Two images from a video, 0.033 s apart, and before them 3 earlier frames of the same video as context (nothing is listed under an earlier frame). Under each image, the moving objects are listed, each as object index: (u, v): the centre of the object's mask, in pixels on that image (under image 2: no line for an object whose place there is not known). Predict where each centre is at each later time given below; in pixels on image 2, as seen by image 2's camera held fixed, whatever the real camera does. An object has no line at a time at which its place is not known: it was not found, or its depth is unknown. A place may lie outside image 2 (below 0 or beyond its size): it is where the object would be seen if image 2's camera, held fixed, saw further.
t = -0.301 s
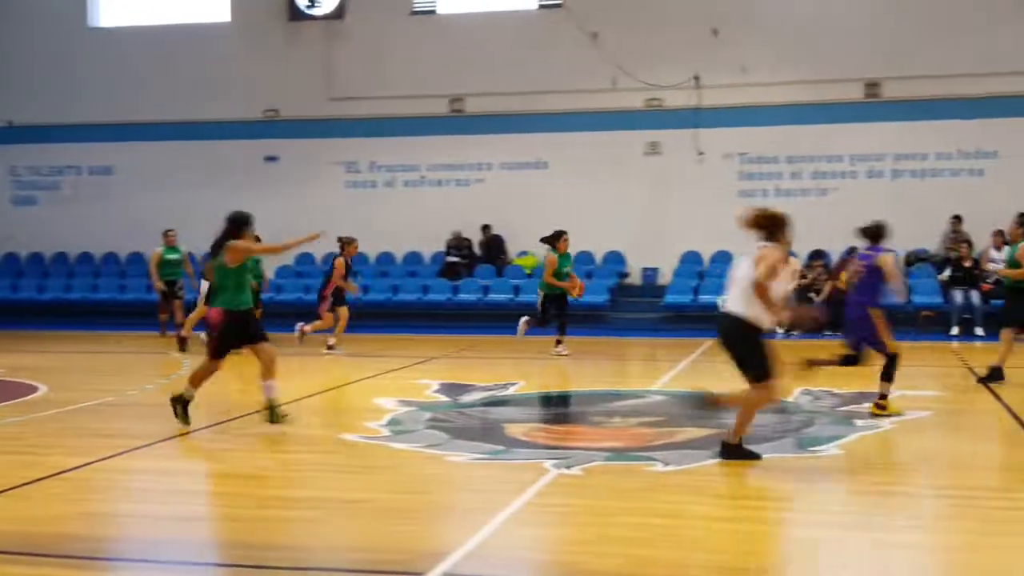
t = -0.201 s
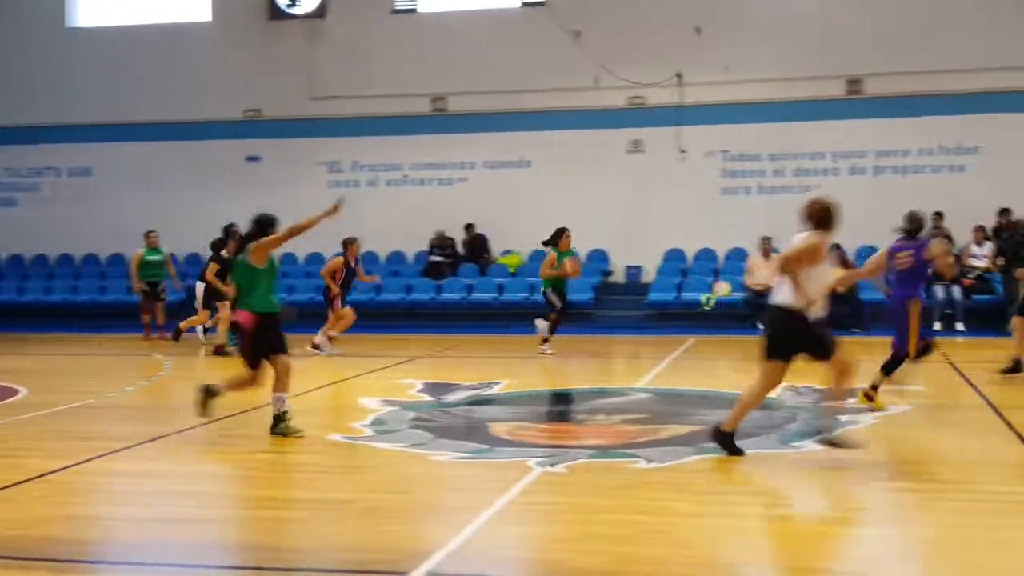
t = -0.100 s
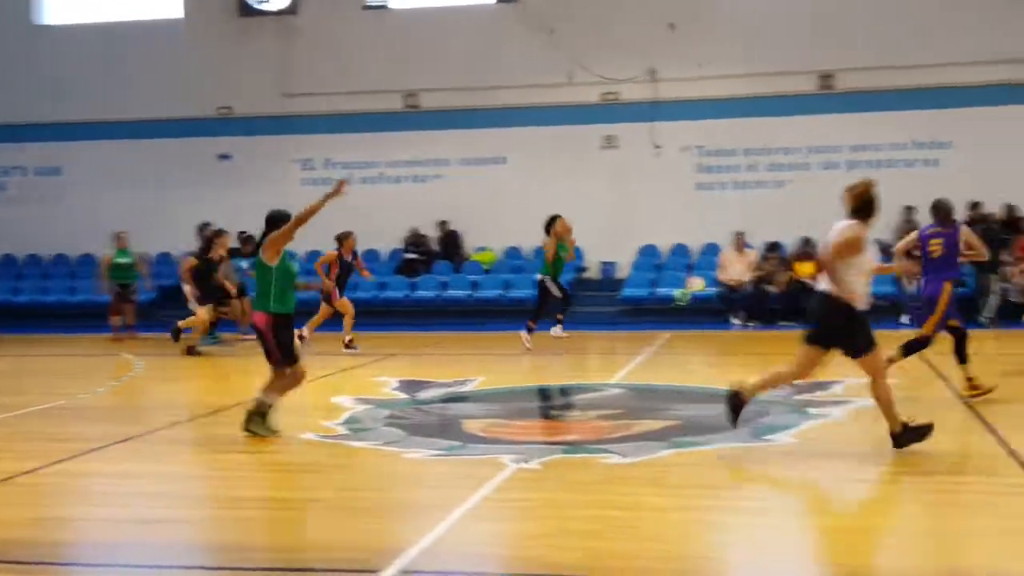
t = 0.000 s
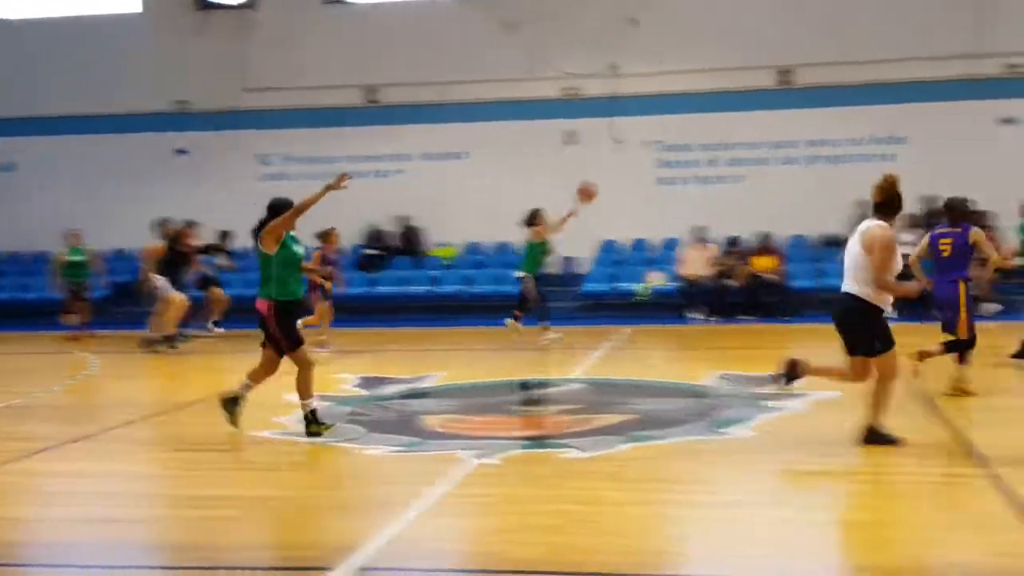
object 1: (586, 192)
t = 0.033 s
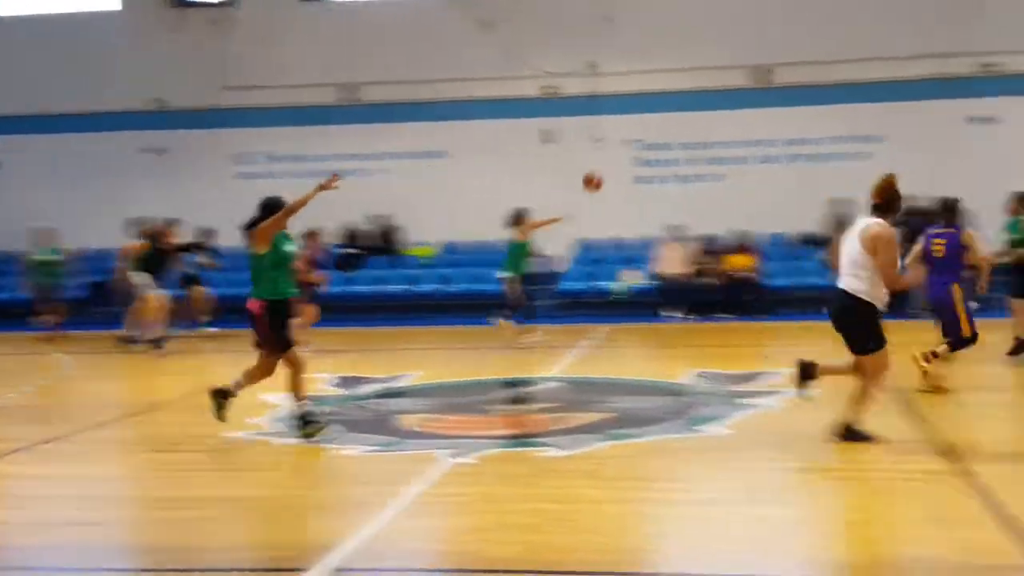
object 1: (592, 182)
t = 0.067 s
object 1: (618, 175)
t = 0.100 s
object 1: (645, 166)
